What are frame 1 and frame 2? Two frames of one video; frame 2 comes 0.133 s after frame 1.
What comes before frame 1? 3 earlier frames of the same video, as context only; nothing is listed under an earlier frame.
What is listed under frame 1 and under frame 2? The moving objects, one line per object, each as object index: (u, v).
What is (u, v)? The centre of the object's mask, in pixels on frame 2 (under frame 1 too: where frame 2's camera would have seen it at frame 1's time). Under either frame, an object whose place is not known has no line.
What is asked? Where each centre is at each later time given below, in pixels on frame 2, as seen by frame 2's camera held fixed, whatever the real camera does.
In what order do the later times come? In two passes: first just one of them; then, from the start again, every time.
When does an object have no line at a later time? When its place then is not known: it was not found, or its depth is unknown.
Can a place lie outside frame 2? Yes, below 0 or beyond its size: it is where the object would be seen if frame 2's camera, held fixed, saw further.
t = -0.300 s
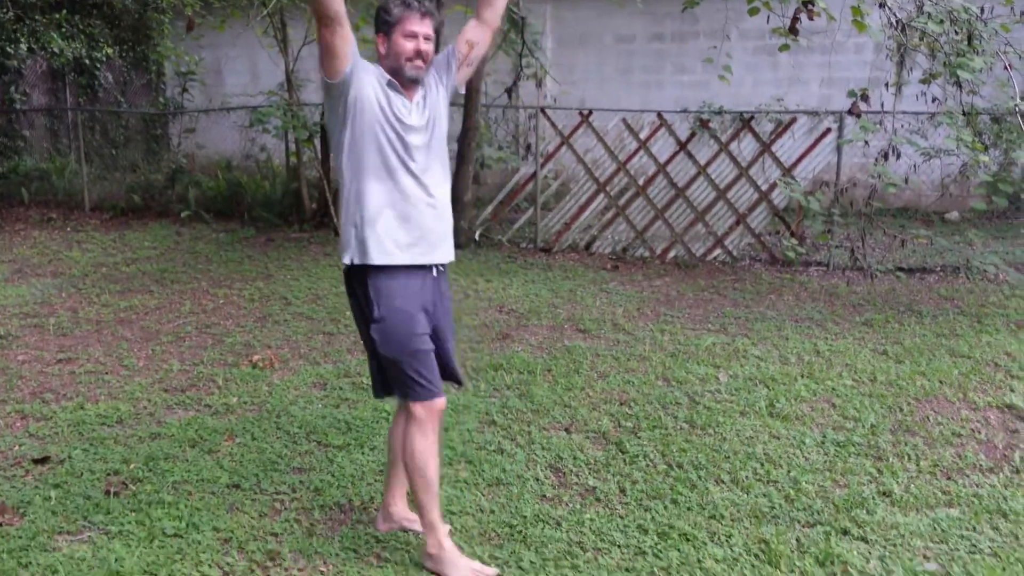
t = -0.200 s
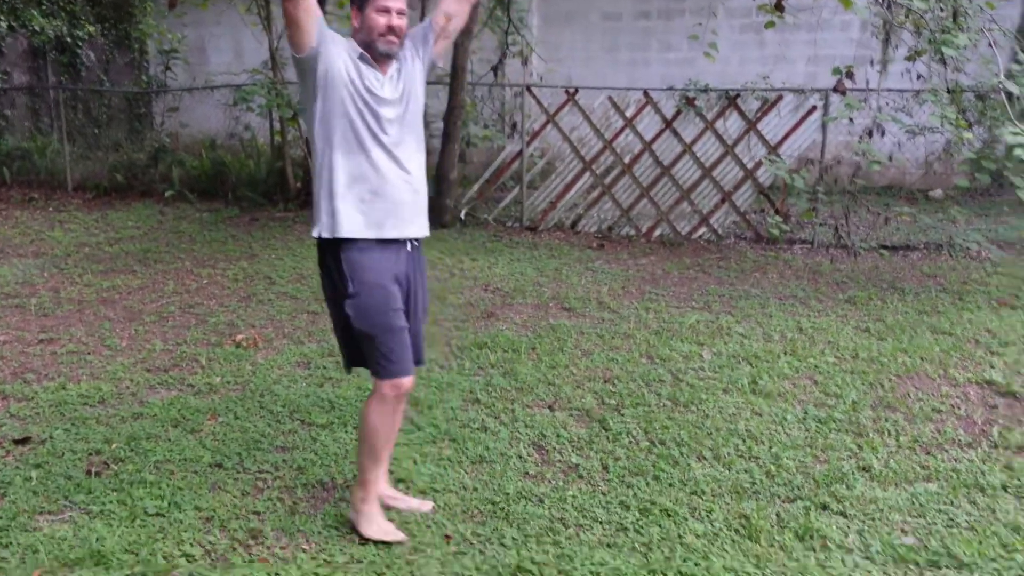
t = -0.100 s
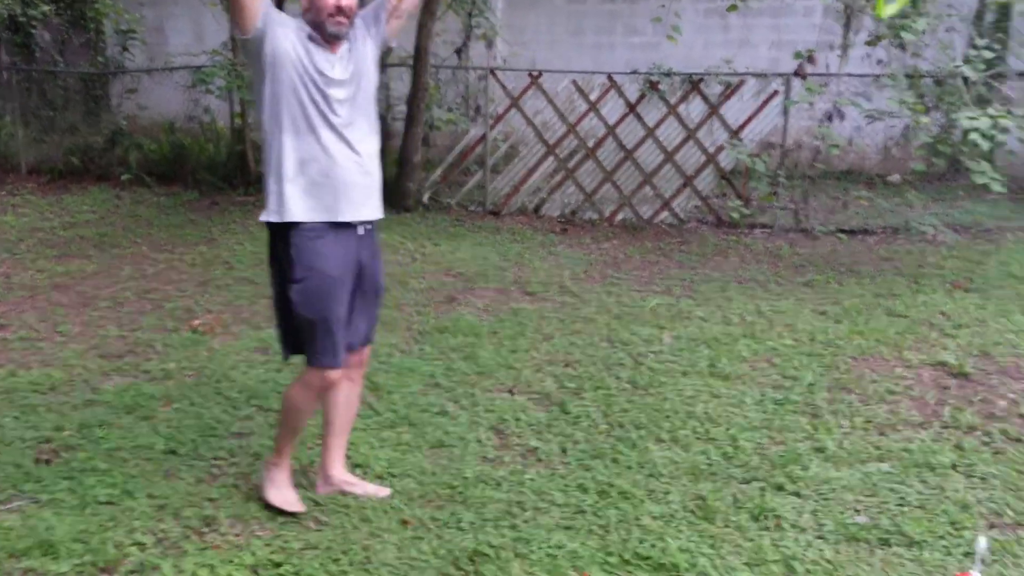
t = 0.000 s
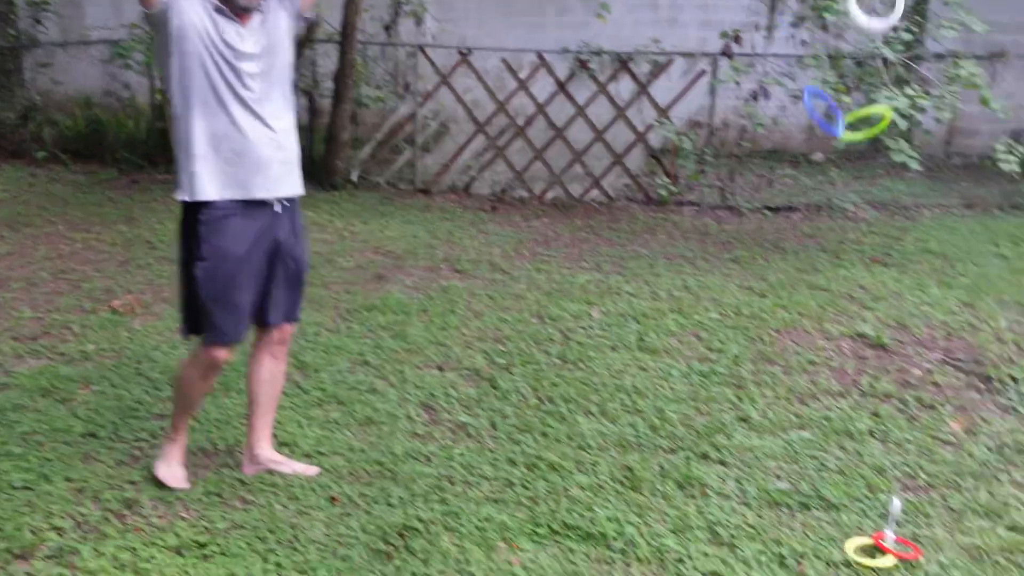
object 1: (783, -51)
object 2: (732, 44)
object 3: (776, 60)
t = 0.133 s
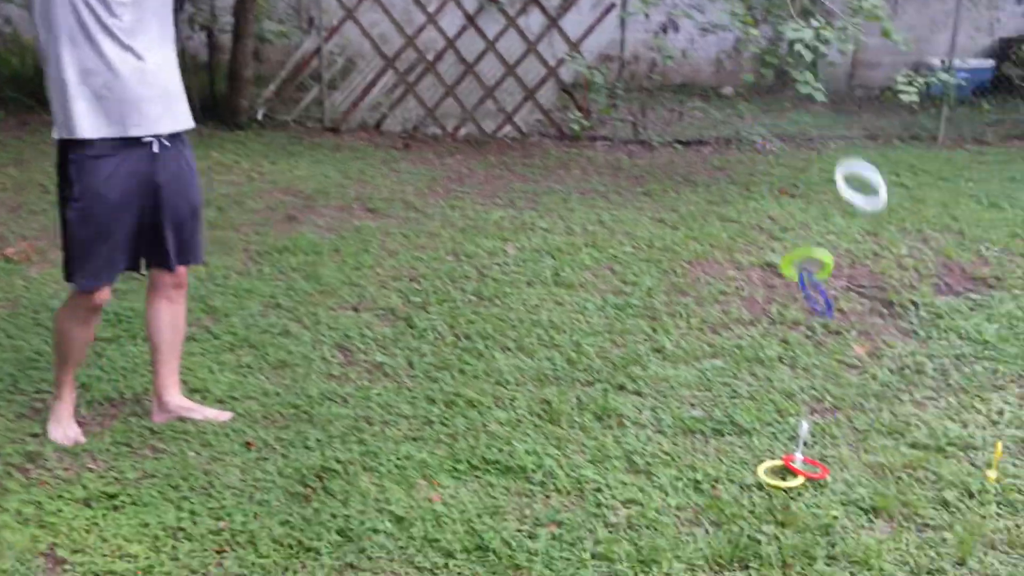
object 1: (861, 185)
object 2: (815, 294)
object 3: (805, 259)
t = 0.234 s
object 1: (915, 378)
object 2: (877, 496)
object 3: (826, 418)
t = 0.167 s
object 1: (880, 251)
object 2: (837, 361)
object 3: (814, 318)
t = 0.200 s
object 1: (898, 316)
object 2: (857, 427)
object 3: (821, 367)
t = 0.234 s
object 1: (915, 378)
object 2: (877, 496)
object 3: (826, 418)
